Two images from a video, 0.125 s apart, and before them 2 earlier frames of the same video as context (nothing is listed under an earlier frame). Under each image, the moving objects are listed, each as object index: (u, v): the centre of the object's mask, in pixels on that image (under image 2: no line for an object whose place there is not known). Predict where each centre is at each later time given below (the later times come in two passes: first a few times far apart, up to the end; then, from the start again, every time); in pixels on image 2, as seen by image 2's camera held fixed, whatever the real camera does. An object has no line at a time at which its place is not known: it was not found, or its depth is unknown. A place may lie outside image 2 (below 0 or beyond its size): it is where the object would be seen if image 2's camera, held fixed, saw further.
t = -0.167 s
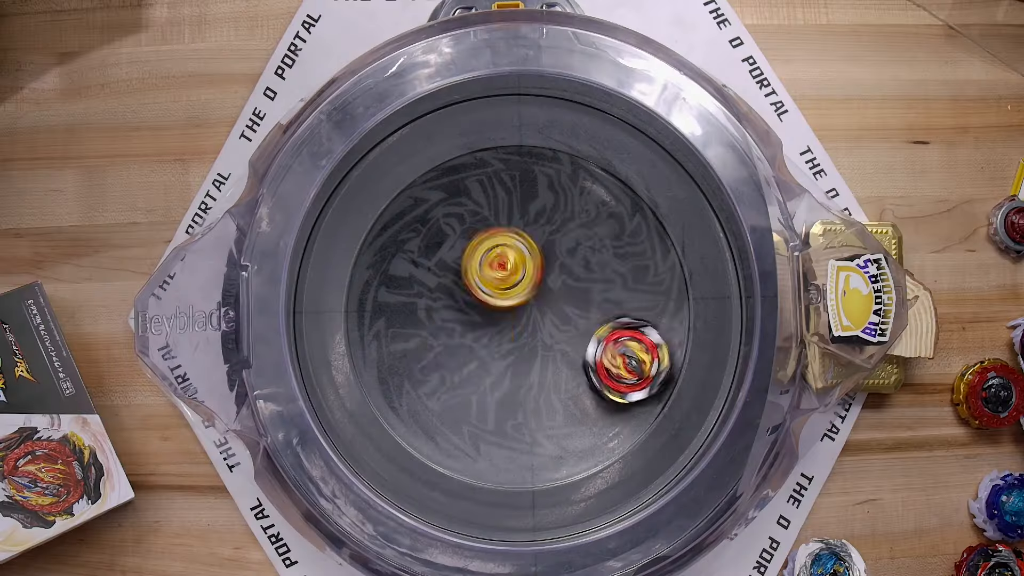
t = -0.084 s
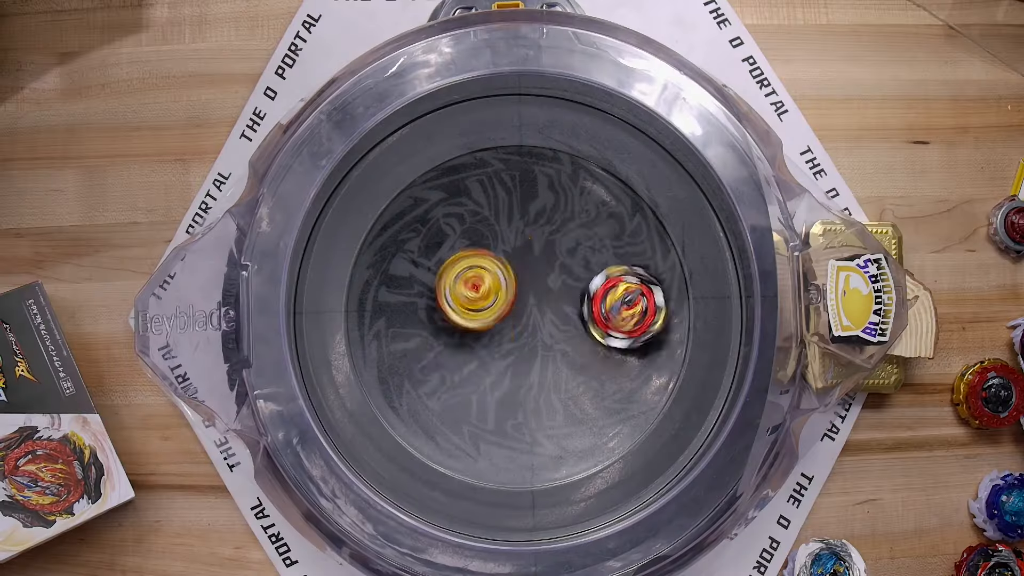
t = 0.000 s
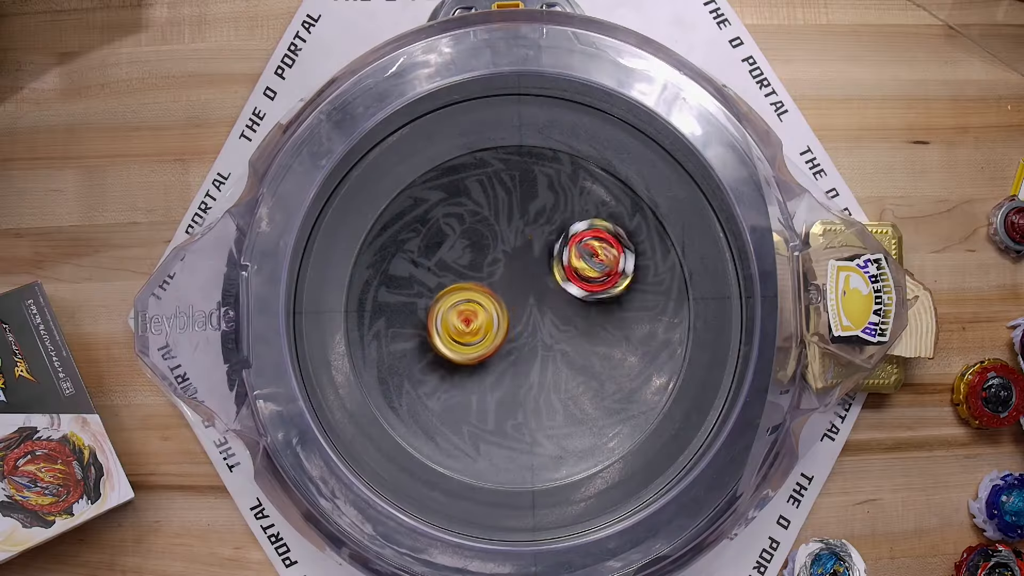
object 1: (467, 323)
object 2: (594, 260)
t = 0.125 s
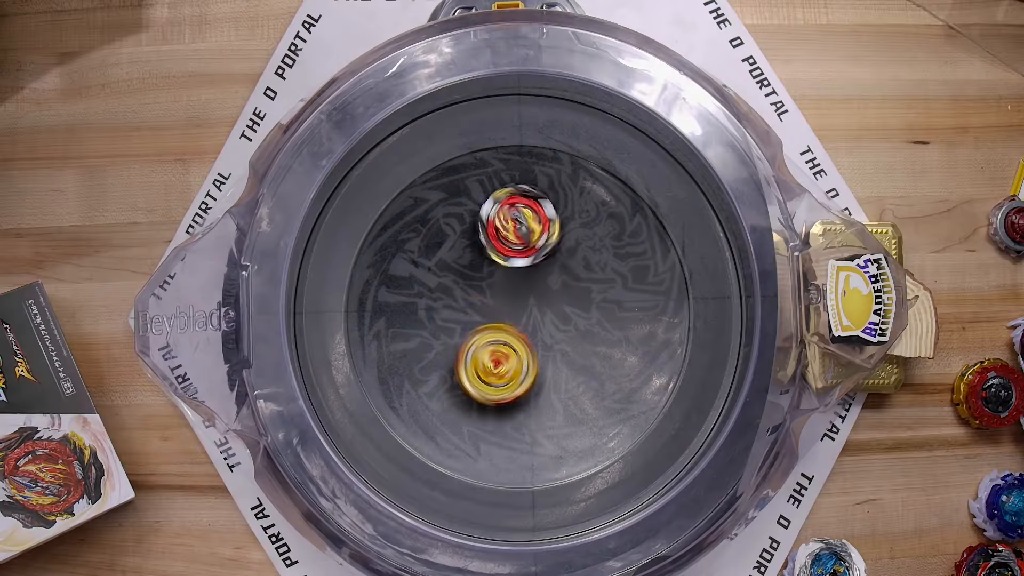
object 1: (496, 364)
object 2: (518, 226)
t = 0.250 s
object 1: (547, 361)
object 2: (445, 248)
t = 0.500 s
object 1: (546, 271)
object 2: (430, 367)
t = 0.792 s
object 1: (465, 322)
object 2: (585, 351)
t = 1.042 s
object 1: (543, 354)
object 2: (566, 233)
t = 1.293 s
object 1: (558, 281)
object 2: (450, 257)
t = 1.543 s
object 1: (499, 288)
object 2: (428, 350)
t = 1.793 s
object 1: (547, 301)
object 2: (481, 435)
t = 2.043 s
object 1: (531, 256)
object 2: (512, 463)
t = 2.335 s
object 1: (523, 268)
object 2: (502, 407)
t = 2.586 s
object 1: (515, 278)
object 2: (529, 390)
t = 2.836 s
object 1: (525, 294)
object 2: (534, 387)
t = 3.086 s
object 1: (530, 277)
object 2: (529, 356)
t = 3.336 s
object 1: (510, 267)
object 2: (520, 346)
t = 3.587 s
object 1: (514, 289)
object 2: (519, 364)
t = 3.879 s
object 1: (584, 239)
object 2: (495, 379)
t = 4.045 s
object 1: (587, 220)
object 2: (507, 361)
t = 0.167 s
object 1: (513, 369)
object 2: (491, 228)
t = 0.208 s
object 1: (531, 368)
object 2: (466, 235)
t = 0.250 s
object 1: (547, 361)
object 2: (445, 248)
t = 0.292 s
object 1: (560, 349)
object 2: (428, 264)
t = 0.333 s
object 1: (568, 333)
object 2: (416, 283)
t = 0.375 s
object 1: (571, 316)
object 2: (410, 305)
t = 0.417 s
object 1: (568, 298)
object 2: (410, 327)
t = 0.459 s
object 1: (559, 283)
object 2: (417, 349)
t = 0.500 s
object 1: (546, 271)
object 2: (430, 367)
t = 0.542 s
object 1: (529, 264)
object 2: (449, 383)
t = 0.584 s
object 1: (511, 262)
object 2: (471, 392)
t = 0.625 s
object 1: (495, 267)
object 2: (497, 396)
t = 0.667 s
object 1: (481, 276)
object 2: (523, 394)
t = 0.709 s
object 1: (470, 289)
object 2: (547, 385)
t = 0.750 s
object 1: (465, 305)
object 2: (569, 370)
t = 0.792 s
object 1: (465, 322)
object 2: (585, 351)
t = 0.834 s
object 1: (471, 338)
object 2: (596, 328)
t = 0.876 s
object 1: (481, 350)
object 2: (601, 306)
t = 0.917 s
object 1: (495, 359)
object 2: (600, 283)
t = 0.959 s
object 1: (511, 363)
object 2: (593, 263)
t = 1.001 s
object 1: (527, 362)
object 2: (583, 245)
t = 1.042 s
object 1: (543, 354)
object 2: (566, 233)
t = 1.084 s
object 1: (555, 343)
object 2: (549, 225)
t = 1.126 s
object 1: (563, 328)
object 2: (530, 223)
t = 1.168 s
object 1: (565, 312)
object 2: (510, 226)
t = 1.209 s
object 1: (562, 297)
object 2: (490, 236)
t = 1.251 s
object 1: (559, 285)
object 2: (471, 247)
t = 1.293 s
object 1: (558, 281)
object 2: (450, 257)
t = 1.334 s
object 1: (551, 275)
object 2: (435, 270)
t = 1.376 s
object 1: (540, 271)
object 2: (423, 285)
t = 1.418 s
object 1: (528, 269)
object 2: (417, 303)
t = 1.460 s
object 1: (516, 272)
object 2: (415, 320)
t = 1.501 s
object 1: (506, 279)
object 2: (419, 335)
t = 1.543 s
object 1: (499, 288)
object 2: (428, 350)
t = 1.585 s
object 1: (496, 298)
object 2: (437, 364)
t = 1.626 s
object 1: (501, 305)
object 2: (447, 379)
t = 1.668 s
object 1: (504, 314)
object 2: (459, 390)
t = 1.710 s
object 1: (509, 322)
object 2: (475, 397)
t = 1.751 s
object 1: (526, 314)
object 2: (478, 414)
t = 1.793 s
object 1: (547, 301)
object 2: (481, 435)
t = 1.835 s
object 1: (560, 290)
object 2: (485, 451)
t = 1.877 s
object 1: (565, 280)
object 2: (490, 462)
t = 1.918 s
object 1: (563, 272)
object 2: (496, 469)
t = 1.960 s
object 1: (556, 264)
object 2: (501, 470)
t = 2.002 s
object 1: (544, 257)
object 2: (507, 469)
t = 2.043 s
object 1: (531, 256)
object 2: (512, 463)
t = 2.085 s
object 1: (518, 259)
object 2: (516, 452)
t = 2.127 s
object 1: (506, 268)
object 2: (518, 436)
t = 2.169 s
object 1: (499, 281)
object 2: (521, 417)
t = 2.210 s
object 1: (495, 296)
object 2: (522, 395)
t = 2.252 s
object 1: (498, 303)
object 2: (514, 384)
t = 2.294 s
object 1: (511, 285)
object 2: (505, 390)
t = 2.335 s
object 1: (523, 268)
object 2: (502, 407)
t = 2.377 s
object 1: (532, 260)
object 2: (505, 408)
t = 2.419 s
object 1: (536, 258)
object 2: (508, 413)
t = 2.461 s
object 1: (532, 259)
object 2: (512, 411)
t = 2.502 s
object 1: (524, 264)
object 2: (518, 408)
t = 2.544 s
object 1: (520, 270)
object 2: (522, 401)
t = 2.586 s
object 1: (515, 278)
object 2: (529, 390)
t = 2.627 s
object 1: (513, 289)
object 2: (536, 378)
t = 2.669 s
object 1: (513, 294)
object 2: (536, 376)
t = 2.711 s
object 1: (514, 291)
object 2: (534, 378)
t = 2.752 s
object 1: (517, 293)
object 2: (536, 377)
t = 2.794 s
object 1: (520, 295)
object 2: (536, 380)
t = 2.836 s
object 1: (525, 294)
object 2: (534, 387)
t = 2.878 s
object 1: (532, 289)
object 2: (533, 395)
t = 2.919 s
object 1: (534, 285)
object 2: (531, 392)
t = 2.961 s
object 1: (536, 282)
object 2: (530, 385)
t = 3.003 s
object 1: (535, 279)
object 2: (530, 375)
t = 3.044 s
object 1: (532, 279)
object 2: (531, 364)
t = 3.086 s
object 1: (530, 277)
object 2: (529, 356)
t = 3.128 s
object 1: (528, 277)
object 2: (525, 350)
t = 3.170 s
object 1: (526, 271)
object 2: (523, 348)
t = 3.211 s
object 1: (526, 264)
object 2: (522, 352)
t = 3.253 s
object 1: (520, 260)
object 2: (521, 350)
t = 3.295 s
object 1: (516, 262)
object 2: (520, 347)
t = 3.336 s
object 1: (510, 267)
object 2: (520, 346)
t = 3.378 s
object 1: (509, 274)
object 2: (520, 346)
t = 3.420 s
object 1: (507, 274)
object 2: (520, 352)
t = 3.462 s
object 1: (507, 275)
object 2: (520, 358)
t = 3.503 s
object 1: (508, 283)
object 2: (520, 357)
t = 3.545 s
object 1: (510, 287)
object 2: (519, 361)
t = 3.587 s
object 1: (514, 289)
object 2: (519, 364)
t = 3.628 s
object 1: (517, 296)
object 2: (518, 364)
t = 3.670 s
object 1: (522, 295)
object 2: (517, 366)
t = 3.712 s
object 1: (526, 294)
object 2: (522, 368)
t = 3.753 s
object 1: (540, 292)
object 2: (511, 366)
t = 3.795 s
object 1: (561, 269)
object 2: (502, 376)
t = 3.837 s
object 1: (576, 251)
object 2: (497, 381)
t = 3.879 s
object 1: (584, 239)
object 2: (495, 379)
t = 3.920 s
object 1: (586, 232)
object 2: (497, 376)
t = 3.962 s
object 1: (587, 226)
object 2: (499, 371)
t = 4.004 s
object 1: (587, 222)
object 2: (503, 366)
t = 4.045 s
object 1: (587, 220)
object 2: (507, 361)
